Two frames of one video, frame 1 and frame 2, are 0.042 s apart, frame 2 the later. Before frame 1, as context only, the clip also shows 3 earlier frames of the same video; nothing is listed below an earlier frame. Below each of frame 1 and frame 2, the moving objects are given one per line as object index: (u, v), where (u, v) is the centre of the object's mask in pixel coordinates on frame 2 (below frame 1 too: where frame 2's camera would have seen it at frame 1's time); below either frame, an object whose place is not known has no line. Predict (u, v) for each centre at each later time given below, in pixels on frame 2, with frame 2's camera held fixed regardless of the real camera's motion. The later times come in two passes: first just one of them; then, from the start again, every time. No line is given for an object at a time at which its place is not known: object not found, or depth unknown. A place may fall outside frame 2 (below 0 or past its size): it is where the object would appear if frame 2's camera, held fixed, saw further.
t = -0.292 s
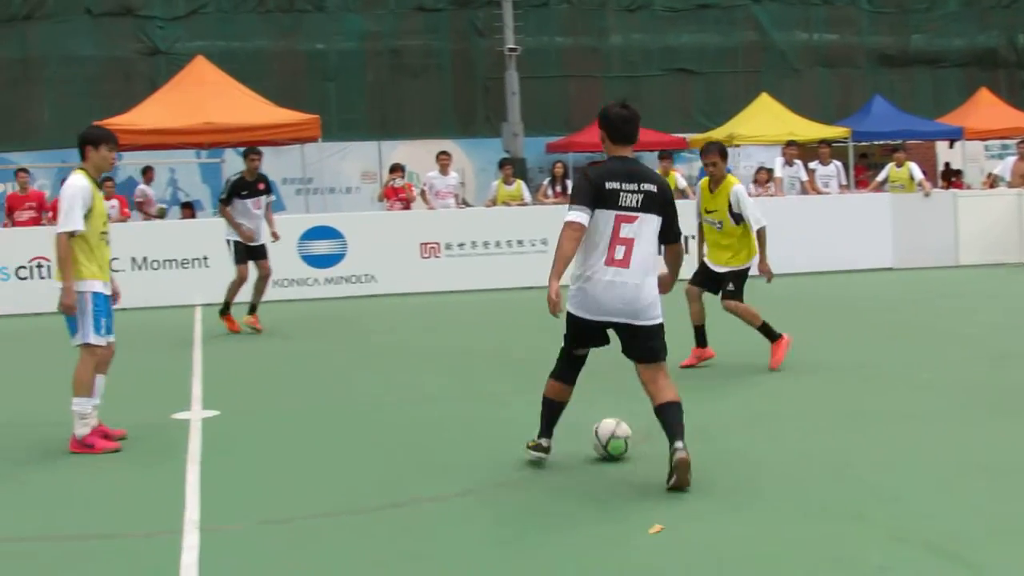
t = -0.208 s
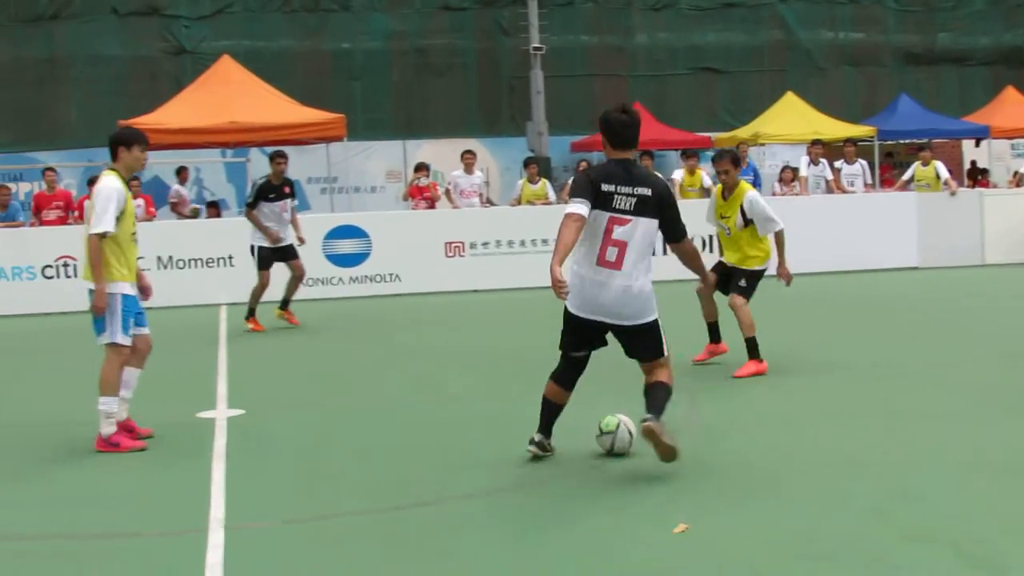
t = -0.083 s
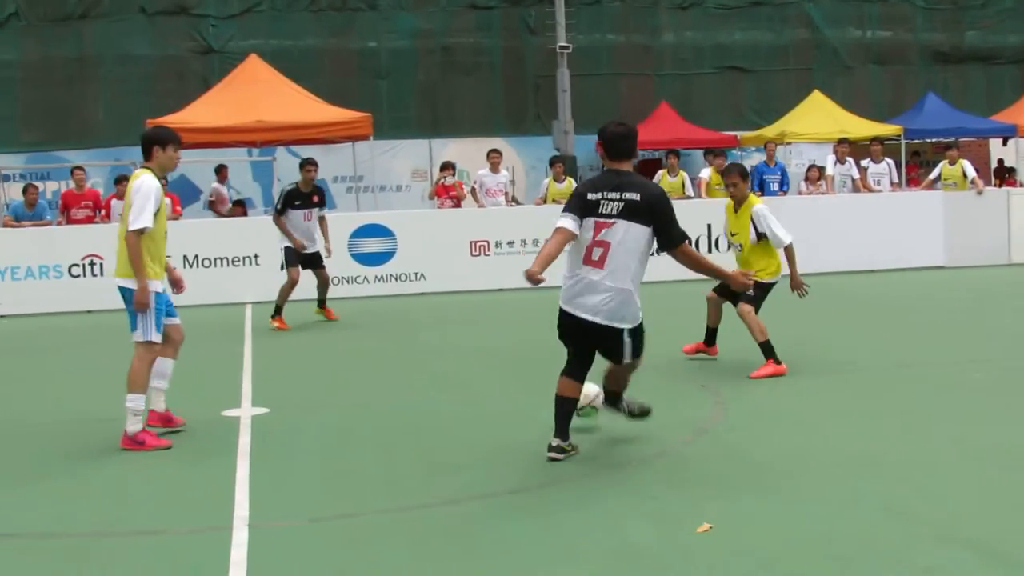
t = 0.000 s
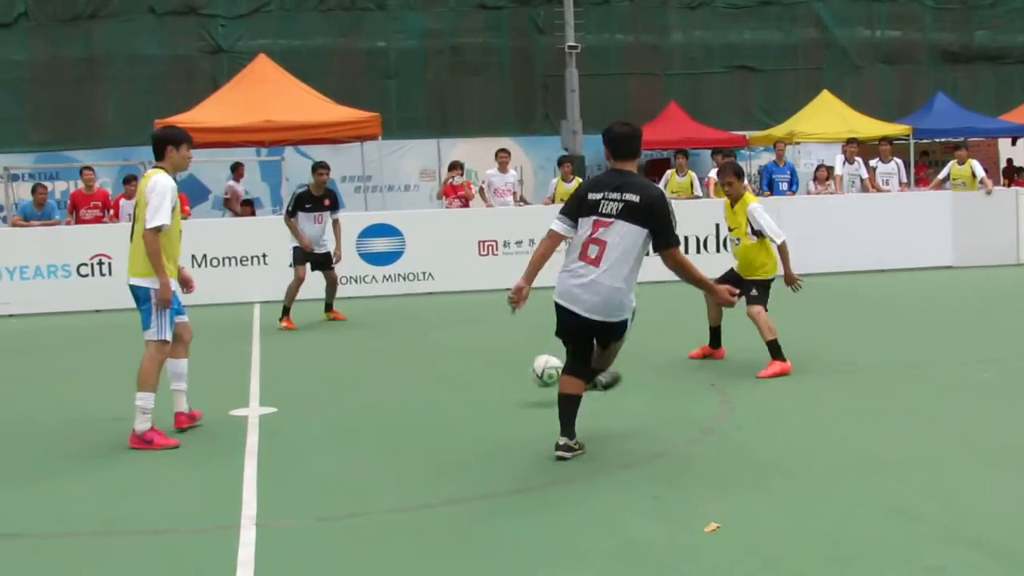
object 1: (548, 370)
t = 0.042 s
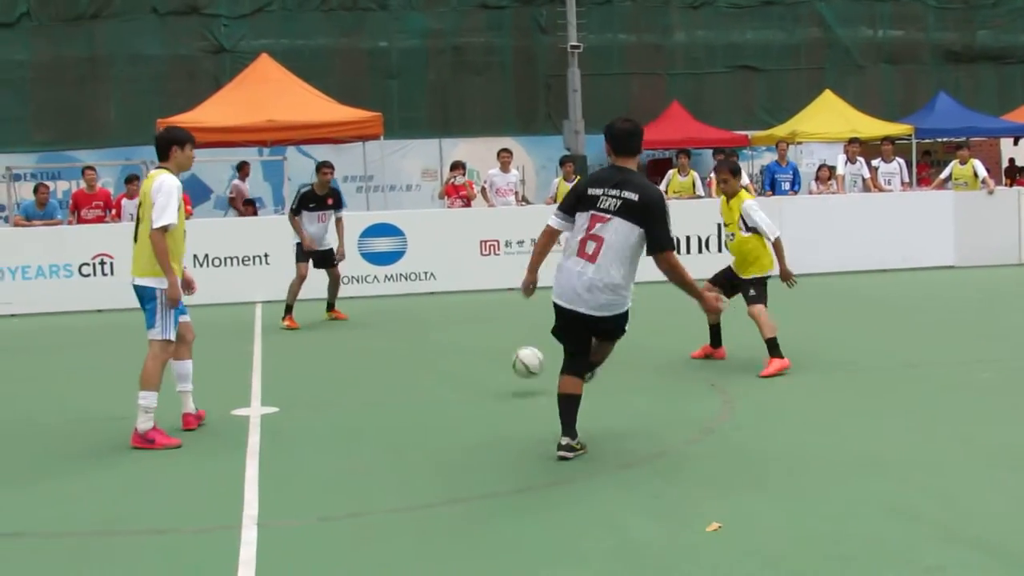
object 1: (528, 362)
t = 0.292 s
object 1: (439, 336)
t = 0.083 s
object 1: (509, 357)
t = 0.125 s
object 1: (493, 355)
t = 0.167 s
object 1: (477, 354)
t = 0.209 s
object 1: (463, 347)
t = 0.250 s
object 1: (451, 341)
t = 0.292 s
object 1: (439, 336)
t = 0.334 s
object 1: (428, 335)
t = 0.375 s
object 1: (418, 332)
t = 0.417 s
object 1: (408, 328)
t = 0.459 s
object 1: (398, 326)
